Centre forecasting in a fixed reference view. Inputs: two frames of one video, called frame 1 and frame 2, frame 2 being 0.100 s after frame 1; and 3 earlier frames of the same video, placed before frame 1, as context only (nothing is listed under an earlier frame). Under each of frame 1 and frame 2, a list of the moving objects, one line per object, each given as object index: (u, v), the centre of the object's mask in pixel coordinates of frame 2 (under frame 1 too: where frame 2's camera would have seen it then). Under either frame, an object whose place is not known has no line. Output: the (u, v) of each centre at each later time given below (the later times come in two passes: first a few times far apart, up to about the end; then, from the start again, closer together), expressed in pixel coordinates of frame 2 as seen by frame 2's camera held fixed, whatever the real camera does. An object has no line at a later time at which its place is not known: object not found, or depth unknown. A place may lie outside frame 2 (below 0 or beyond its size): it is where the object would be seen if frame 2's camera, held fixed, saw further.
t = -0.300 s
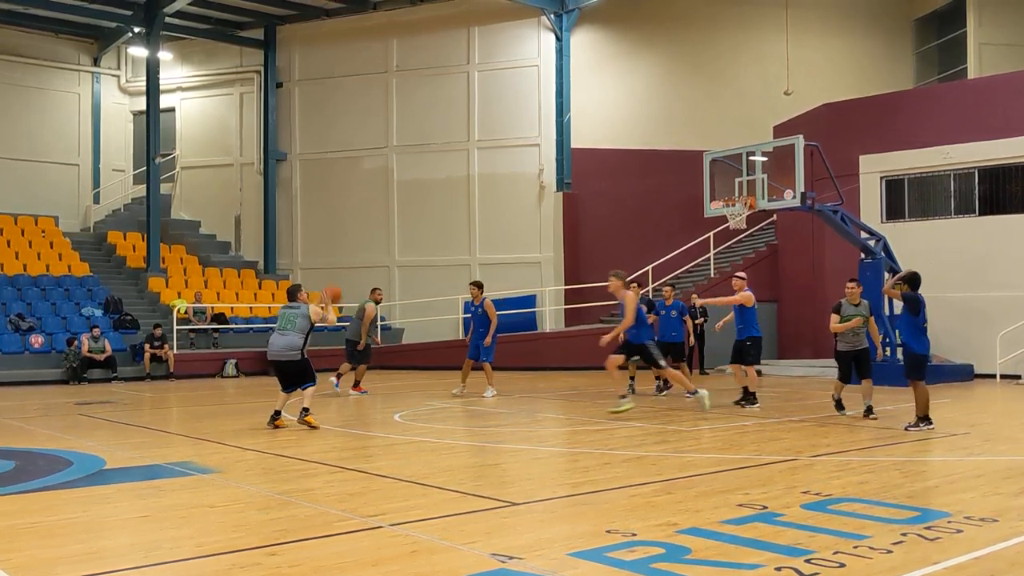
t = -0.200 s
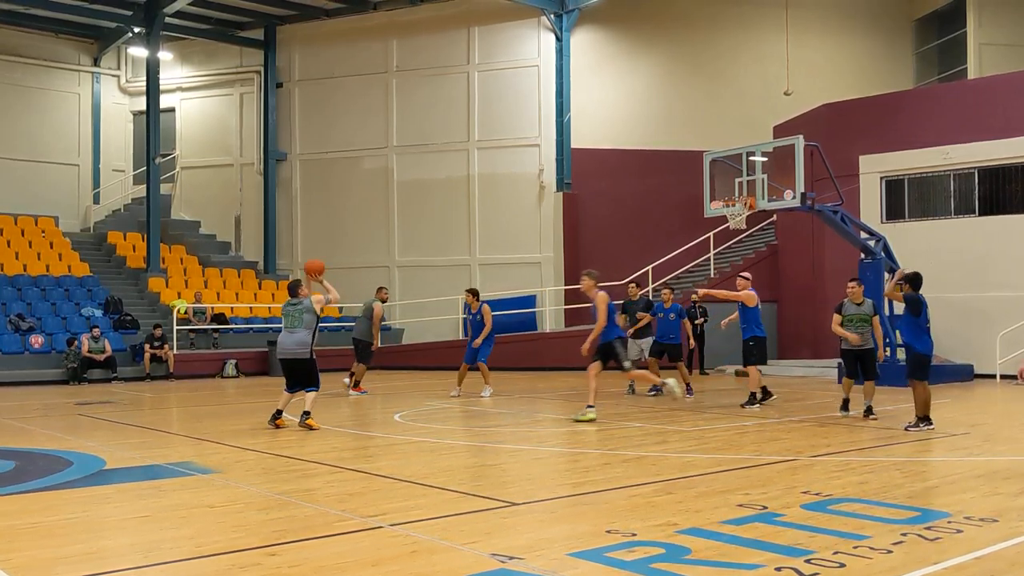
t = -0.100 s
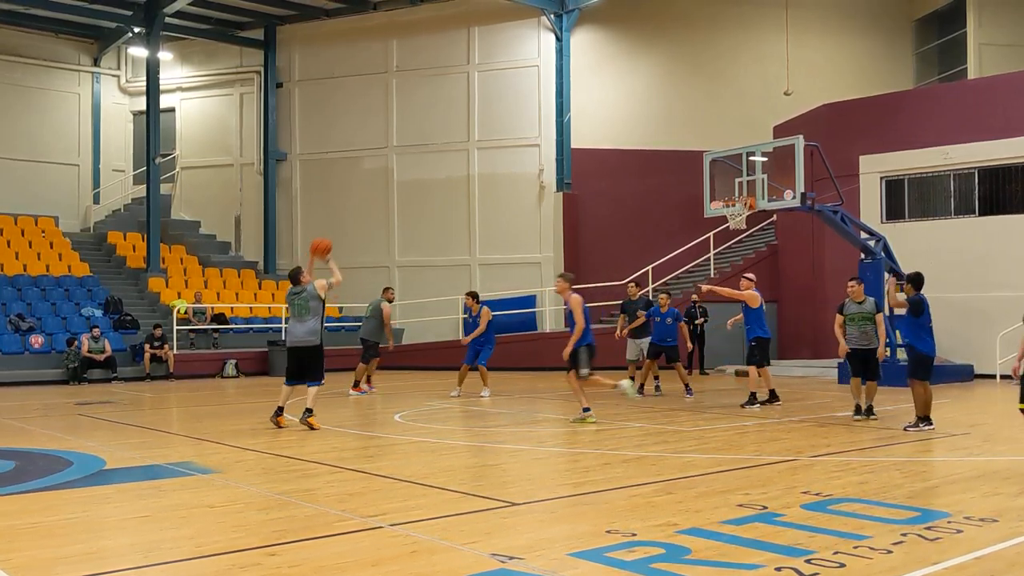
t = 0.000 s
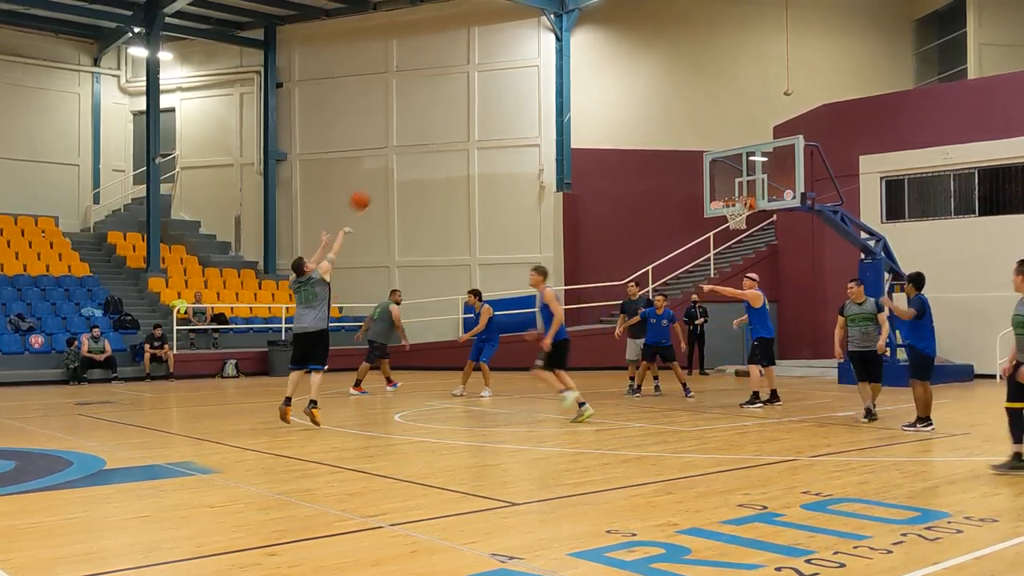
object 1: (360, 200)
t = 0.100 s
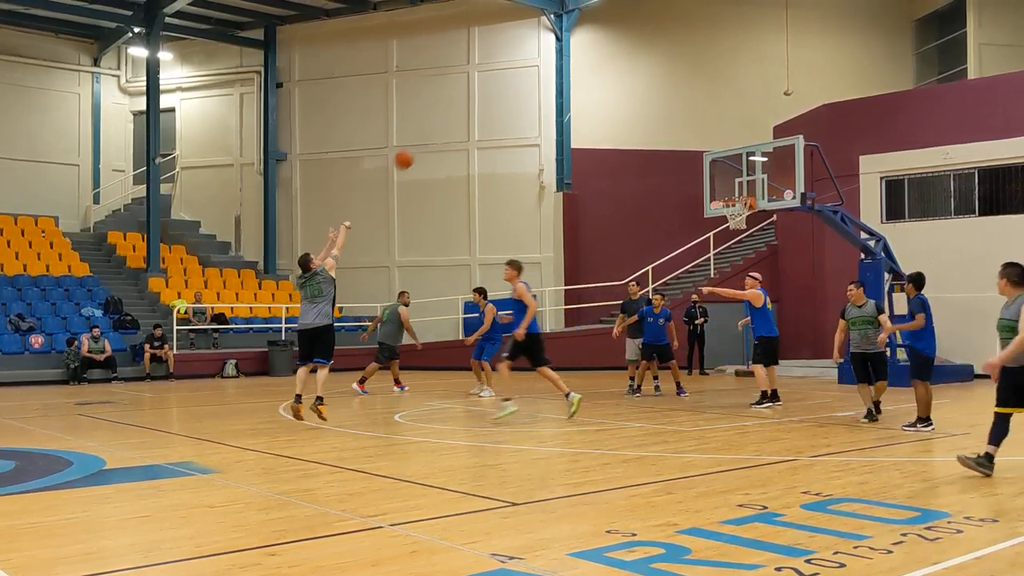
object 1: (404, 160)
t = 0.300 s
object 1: (483, 107)
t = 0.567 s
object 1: (577, 88)
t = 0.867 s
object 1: (668, 125)
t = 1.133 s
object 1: (736, 202)
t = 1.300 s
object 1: (748, 221)
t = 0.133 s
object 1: (417, 148)
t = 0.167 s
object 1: (431, 138)
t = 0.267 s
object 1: (470, 113)
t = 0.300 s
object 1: (483, 107)
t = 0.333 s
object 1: (495, 102)
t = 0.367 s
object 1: (508, 97)
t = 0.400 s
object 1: (520, 94)
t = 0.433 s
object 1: (532, 91)
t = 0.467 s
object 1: (543, 89)
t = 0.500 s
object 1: (555, 88)
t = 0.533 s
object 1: (566, 88)
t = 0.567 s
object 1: (577, 88)
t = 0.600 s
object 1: (588, 89)
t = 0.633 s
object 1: (599, 91)
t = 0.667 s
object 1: (609, 94)
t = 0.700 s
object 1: (619, 98)
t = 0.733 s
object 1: (629, 102)
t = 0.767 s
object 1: (639, 107)
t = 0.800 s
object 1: (649, 112)
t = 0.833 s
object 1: (658, 118)
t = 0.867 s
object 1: (668, 125)
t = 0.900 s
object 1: (677, 133)
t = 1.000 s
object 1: (703, 158)
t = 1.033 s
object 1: (713, 168)
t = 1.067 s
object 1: (721, 178)
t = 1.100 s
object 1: (729, 189)
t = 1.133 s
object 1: (736, 202)
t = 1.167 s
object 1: (745, 210)
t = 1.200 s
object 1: (747, 214)
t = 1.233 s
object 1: (747, 213)
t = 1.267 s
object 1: (748, 216)
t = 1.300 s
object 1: (748, 221)
